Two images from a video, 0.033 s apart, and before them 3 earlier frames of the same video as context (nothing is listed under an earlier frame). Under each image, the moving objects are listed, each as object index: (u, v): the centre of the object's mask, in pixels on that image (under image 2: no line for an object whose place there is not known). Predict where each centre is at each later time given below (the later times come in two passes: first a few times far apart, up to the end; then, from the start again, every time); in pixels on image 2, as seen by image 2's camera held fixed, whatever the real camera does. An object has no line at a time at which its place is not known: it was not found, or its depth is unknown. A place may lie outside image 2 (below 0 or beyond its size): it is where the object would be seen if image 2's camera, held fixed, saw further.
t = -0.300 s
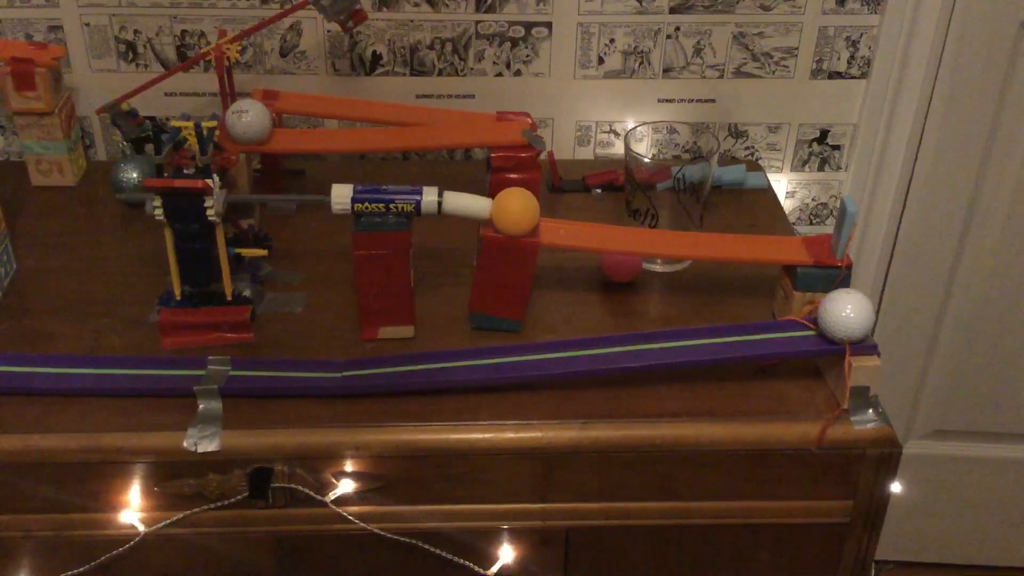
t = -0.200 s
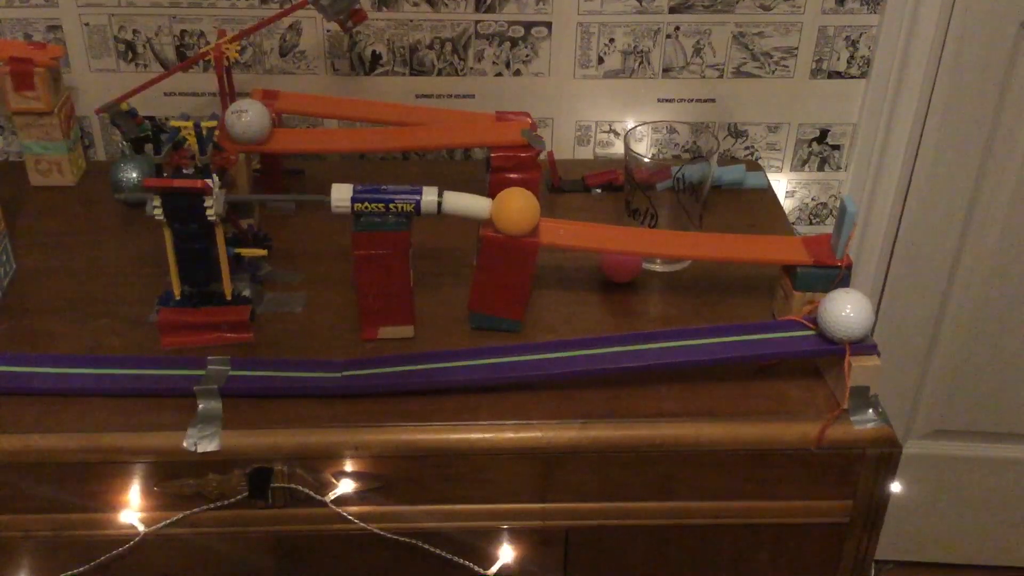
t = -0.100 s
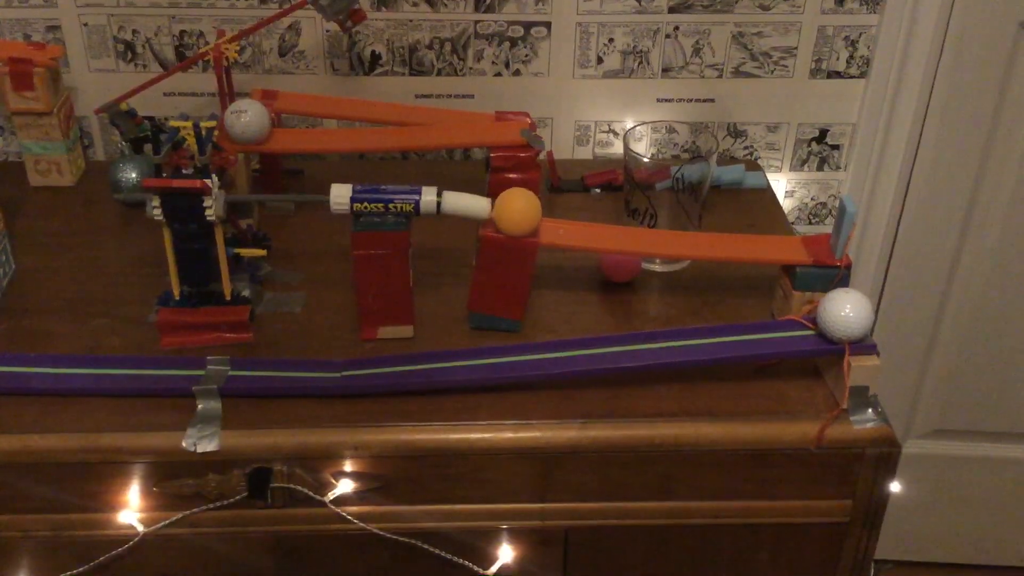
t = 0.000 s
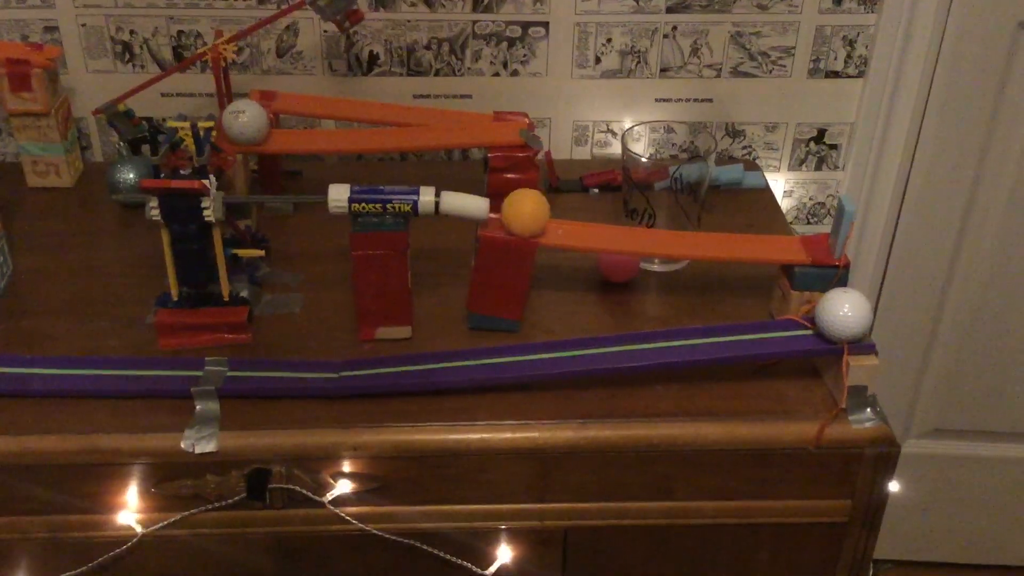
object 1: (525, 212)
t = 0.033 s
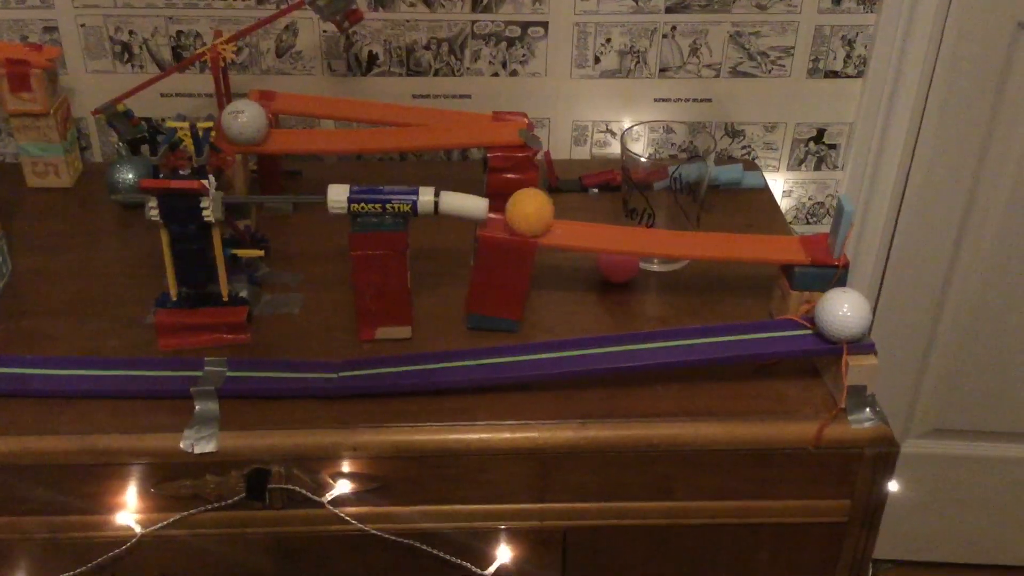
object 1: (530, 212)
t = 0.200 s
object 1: (565, 213)
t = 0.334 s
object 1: (605, 222)
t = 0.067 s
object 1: (535, 210)
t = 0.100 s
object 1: (542, 206)
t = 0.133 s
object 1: (549, 206)
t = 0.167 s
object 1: (556, 208)
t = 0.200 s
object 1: (565, 213)
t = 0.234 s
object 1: (575, 217)
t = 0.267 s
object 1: (584, 219)
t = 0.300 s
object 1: (594, 221)
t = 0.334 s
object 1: (605, 222)
